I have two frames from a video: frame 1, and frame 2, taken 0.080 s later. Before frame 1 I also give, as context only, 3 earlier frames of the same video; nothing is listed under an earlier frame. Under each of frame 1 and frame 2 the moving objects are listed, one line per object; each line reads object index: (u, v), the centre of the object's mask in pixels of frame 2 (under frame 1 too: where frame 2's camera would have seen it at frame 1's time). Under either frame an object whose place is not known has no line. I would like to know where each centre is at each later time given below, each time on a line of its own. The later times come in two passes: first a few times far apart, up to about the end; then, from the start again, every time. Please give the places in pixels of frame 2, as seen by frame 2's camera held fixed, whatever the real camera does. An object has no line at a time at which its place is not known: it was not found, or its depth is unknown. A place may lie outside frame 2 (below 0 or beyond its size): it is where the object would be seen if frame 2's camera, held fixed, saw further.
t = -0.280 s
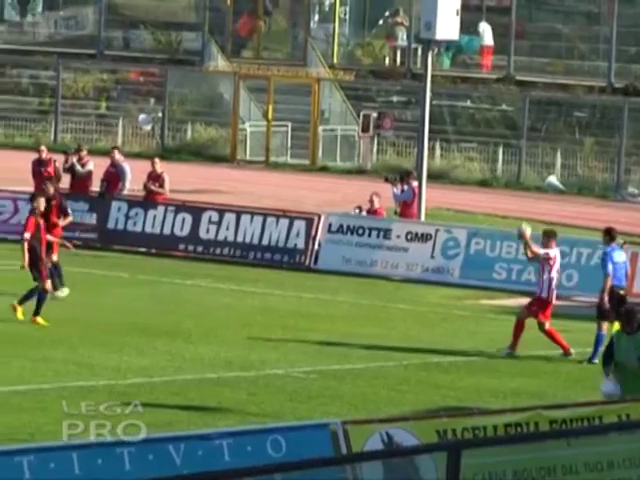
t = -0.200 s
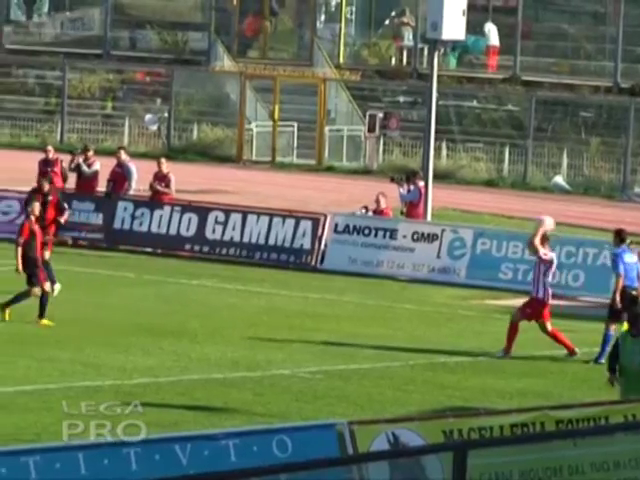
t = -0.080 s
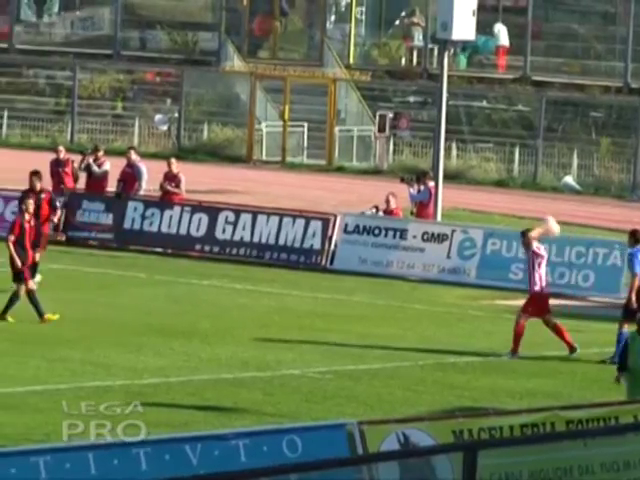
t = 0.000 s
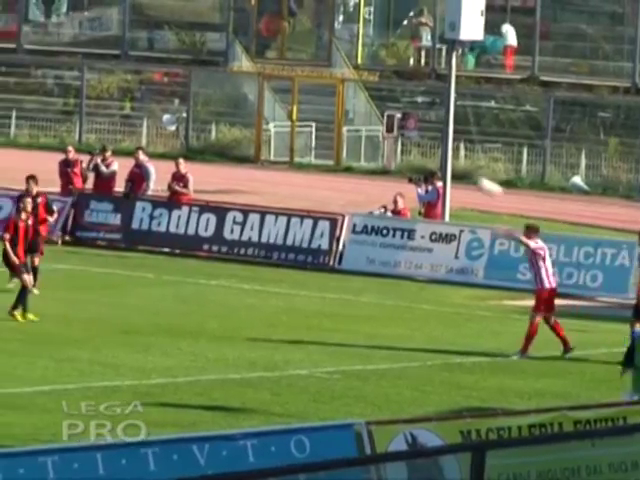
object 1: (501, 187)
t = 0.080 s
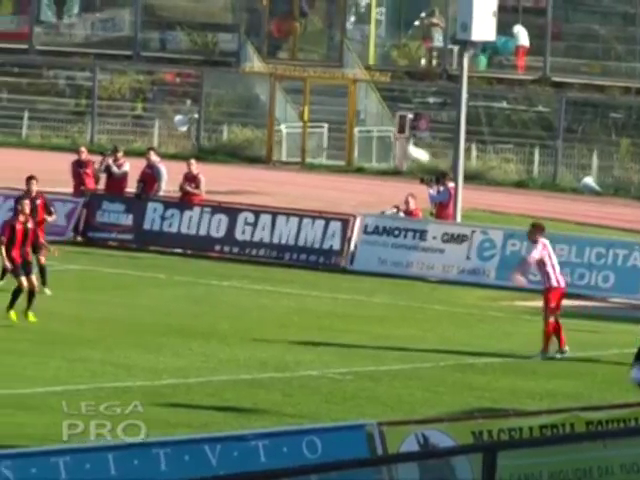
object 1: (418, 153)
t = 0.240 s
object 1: (250, 103)
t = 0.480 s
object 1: (-6, 70)
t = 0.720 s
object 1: (-262, 81)
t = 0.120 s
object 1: (376, 139)
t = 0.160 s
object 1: (333, 125)
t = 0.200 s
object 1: (293, 113)
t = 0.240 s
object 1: (250, 103)
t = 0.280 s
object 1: (207, 94)
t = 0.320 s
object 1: (165, 86)
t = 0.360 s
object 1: (124, 79)
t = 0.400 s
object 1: (79, 75)
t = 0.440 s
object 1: (36, 72)
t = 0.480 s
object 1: (-6, 70)
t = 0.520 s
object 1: (-49, 69)
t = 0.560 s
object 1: (-91, 69)
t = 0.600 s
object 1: (-133, 70)
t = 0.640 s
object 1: (-177, 73)
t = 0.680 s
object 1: (-219, 76)
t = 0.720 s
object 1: (-262, 81)
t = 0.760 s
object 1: (-310, 86)
